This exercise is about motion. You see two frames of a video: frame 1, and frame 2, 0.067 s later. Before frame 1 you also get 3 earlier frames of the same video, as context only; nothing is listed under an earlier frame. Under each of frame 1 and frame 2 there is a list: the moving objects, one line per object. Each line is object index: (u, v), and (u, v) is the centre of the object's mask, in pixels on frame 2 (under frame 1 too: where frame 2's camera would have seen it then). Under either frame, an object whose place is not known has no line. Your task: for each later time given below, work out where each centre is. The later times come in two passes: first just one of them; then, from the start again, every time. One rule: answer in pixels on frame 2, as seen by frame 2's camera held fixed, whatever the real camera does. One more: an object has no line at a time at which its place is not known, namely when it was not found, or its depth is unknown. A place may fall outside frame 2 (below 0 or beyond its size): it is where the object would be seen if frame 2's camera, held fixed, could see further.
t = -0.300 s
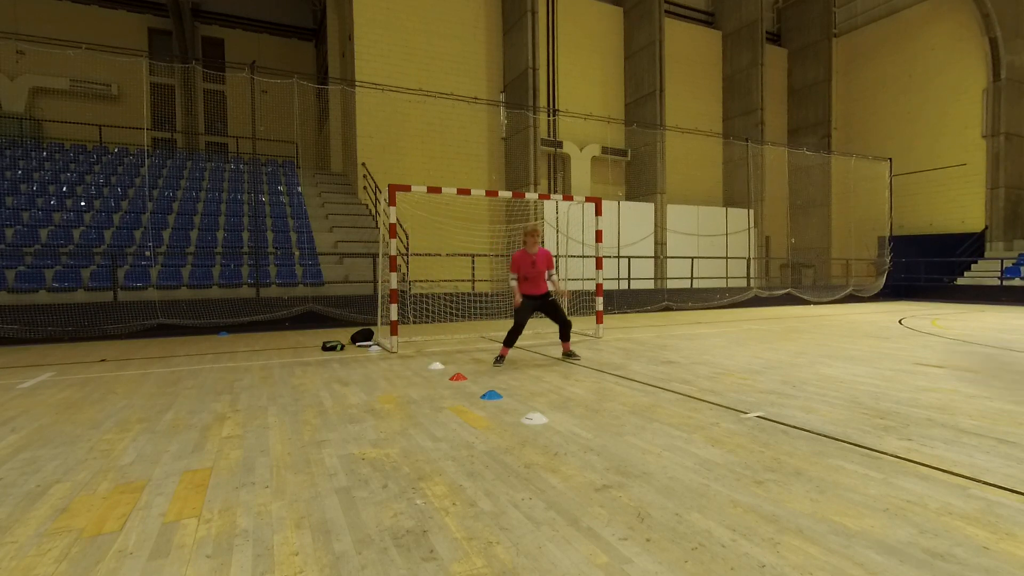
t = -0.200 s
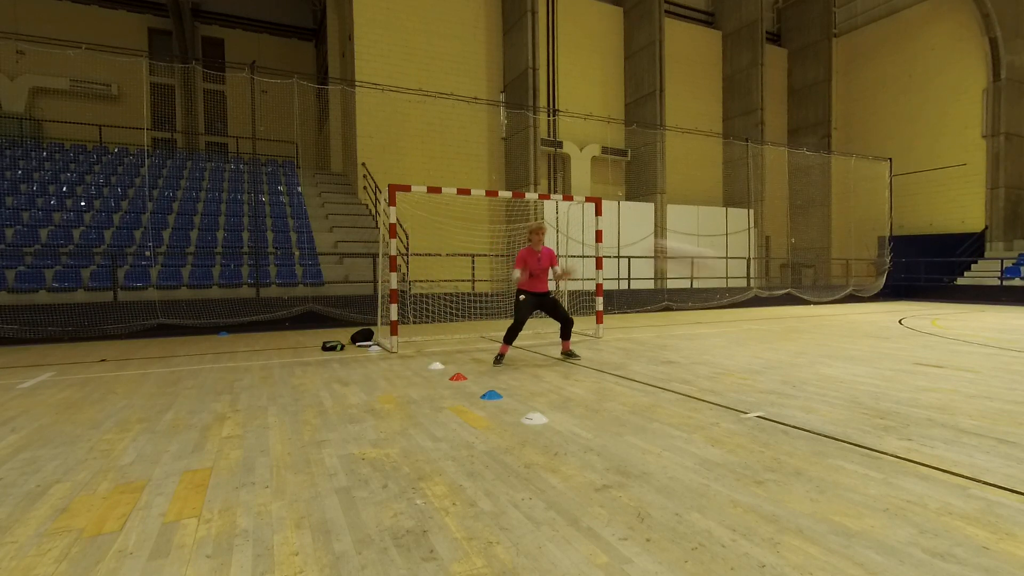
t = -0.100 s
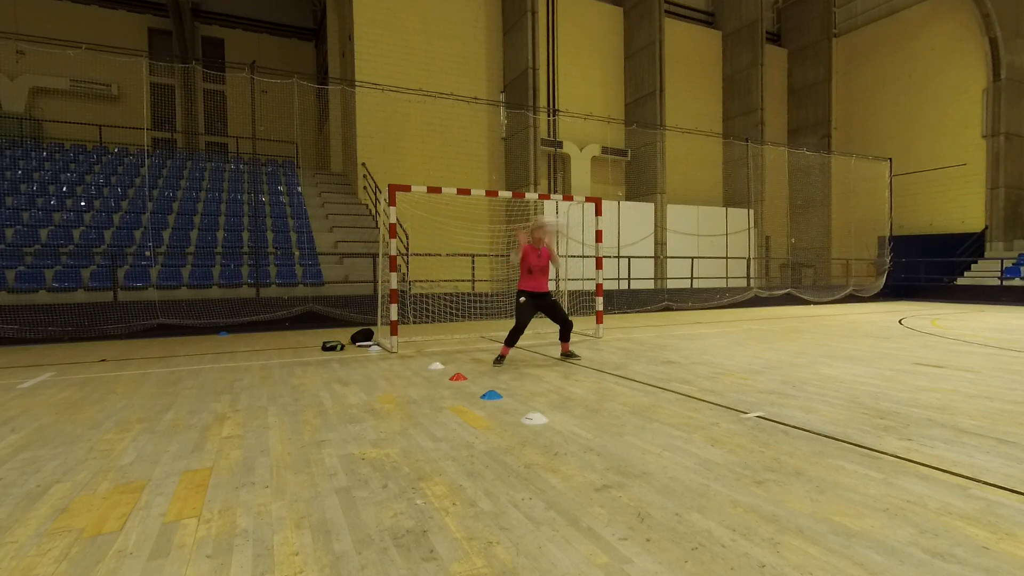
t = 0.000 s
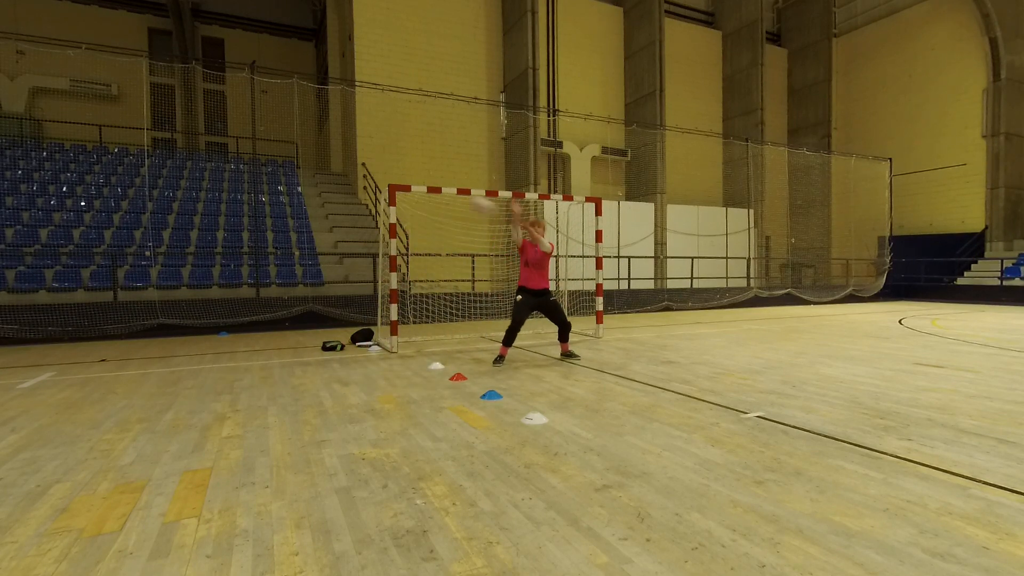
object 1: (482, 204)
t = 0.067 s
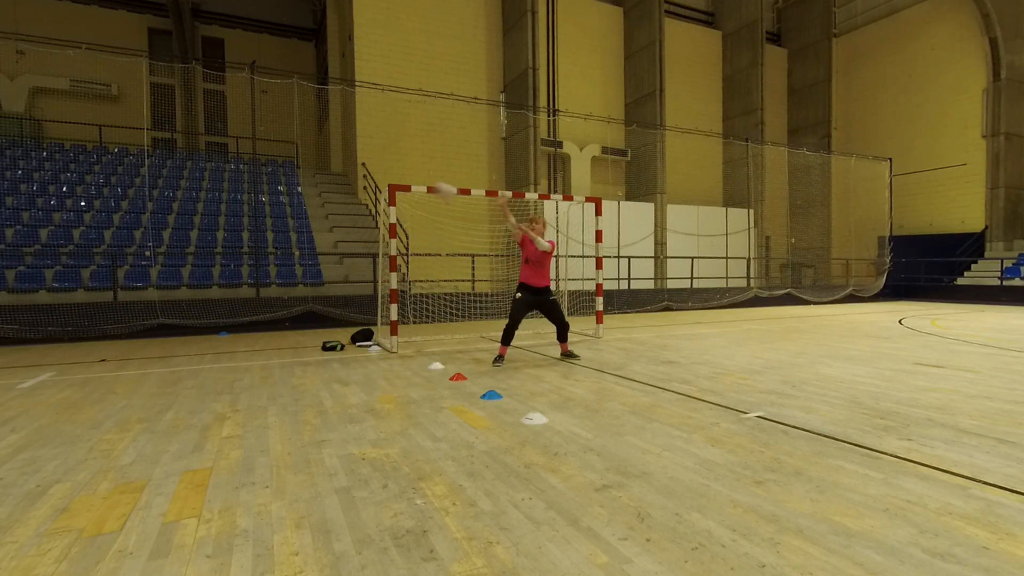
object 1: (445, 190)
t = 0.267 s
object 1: (358, 140)
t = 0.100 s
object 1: (429, 185)
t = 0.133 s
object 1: (413, 181)
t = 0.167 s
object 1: (399, 179)
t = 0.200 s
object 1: (384, 167)
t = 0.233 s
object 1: (371, 154)
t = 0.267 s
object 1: (358, 140)
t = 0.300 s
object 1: (345, 128)
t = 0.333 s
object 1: (332, 117)
